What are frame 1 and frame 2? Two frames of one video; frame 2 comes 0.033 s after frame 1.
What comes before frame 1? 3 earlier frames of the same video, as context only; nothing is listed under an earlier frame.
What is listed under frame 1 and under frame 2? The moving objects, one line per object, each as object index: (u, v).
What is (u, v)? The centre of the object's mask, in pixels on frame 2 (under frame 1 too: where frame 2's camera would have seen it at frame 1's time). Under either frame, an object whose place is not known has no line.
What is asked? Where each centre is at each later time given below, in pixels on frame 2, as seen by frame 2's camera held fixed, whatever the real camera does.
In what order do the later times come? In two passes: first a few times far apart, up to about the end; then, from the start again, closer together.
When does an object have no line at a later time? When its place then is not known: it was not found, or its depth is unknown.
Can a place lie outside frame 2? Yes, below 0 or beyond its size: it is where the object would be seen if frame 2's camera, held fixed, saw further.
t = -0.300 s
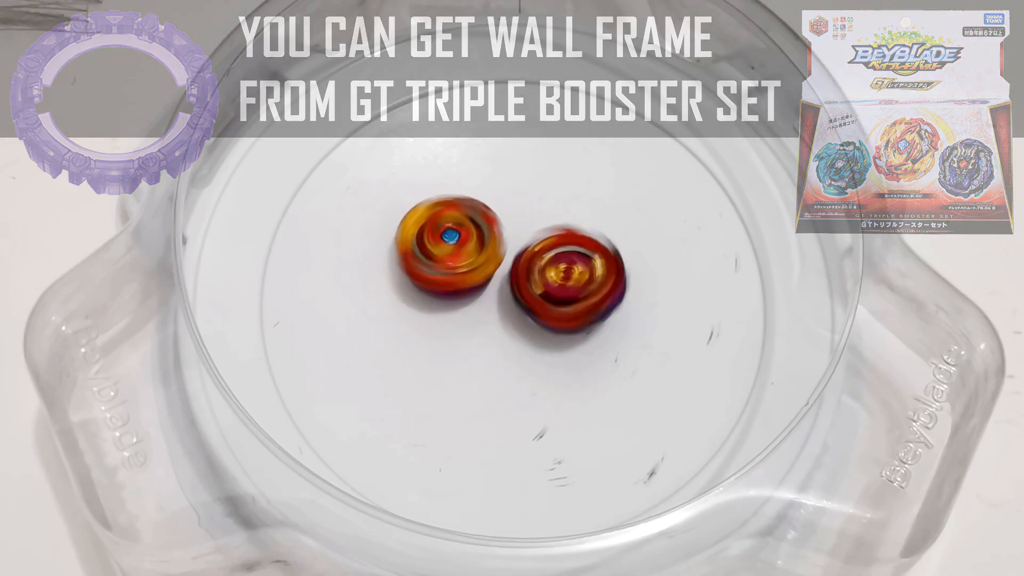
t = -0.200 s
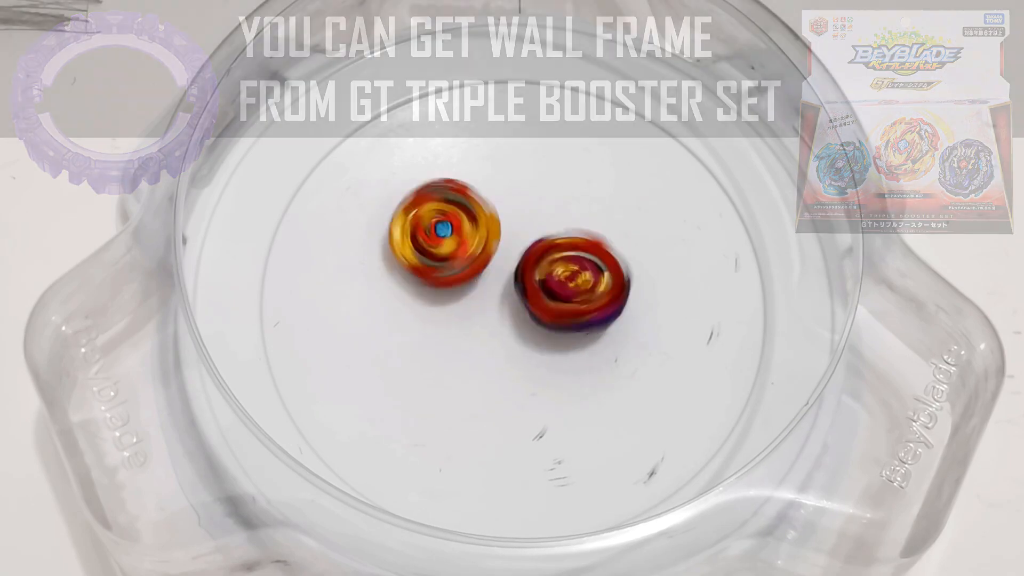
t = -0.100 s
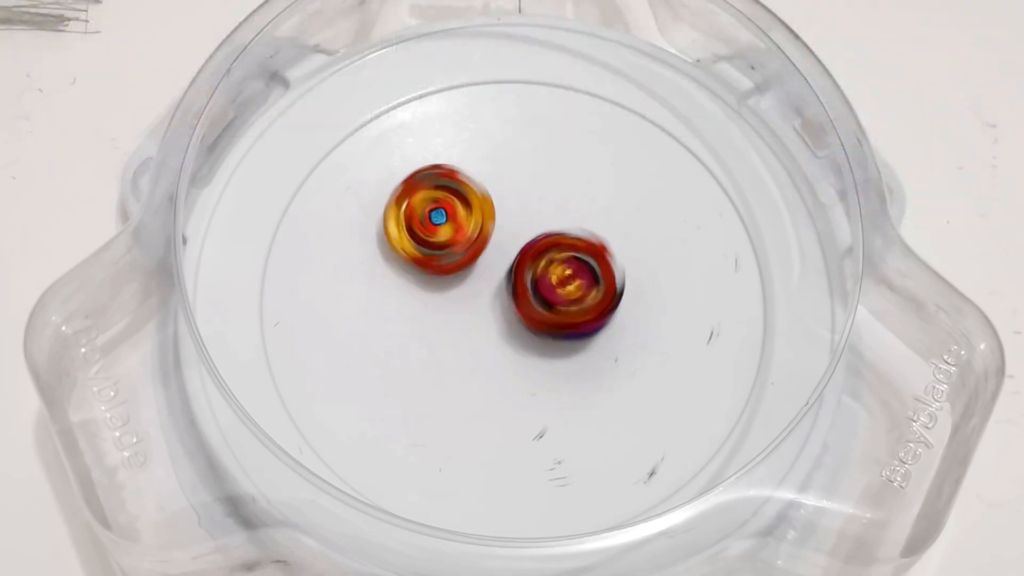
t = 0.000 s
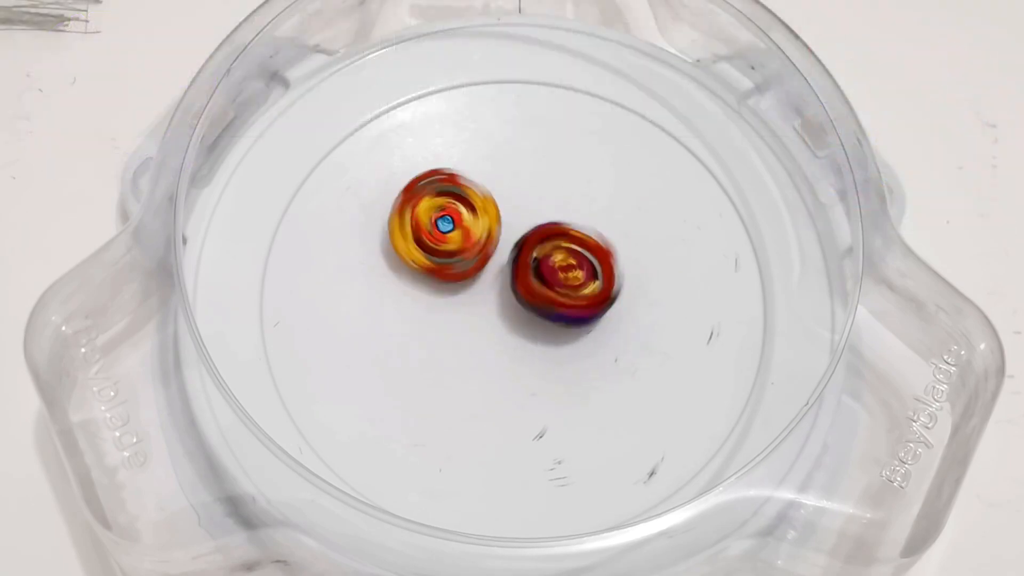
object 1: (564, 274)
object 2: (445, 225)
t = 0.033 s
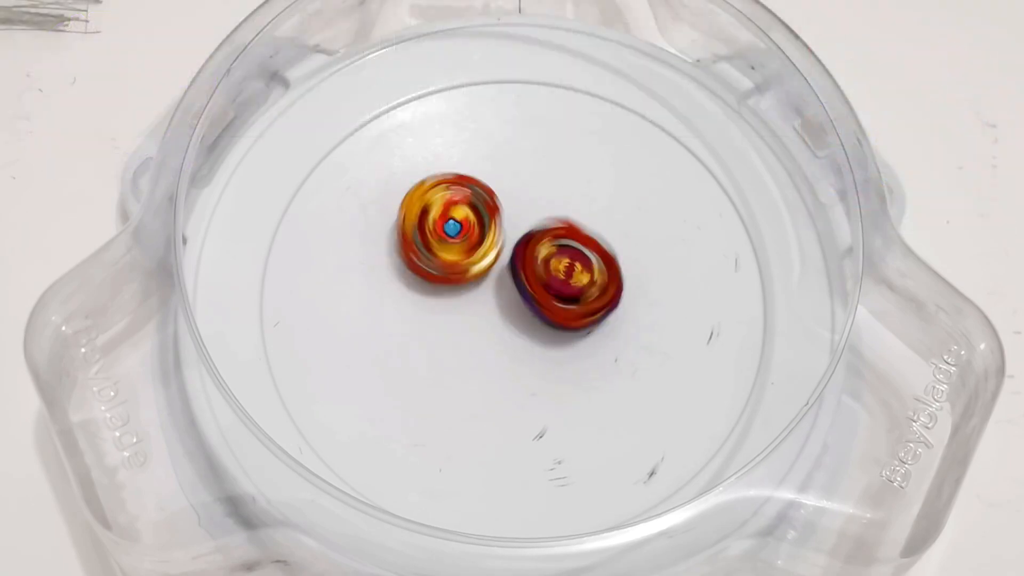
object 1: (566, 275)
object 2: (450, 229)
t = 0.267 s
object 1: (579, 283)
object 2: (466, 224)
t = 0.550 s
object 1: (580, 286)
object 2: (484, 240)
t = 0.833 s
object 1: (561, 302)
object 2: (456, 239)
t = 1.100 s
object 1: (557, 298)
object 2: (458, 238)
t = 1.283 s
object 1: (558, 273)
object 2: (457, 240)
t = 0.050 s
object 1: (566, 276)
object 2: (455, 230)
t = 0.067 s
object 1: (565, 276)
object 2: (460, 230)
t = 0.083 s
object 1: (563, 275)
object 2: (463, 229)
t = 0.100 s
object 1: (563, 274)
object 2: (466, 228)
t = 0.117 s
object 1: (562, 272)
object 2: (467, 226)
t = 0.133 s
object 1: (562, 271)
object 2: (466, 226)
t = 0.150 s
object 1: (564, 273)
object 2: (468, 227)
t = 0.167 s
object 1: (566, 275)
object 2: (469, 227)
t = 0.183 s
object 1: (566, 277)
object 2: (467, 226)
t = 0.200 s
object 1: (569, 280)
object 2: (466, 225)
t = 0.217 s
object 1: (573, 281)
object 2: (464, 223)
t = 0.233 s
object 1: (575, 283)
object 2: (464, 223)
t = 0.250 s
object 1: (577, 283)
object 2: (464, 224)
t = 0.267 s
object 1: (579, 283)
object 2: (466, 224)
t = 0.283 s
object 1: (580, 283)
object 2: (467, 225)
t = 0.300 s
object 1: (581, 283)
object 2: (468, 226)
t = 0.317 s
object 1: (581, 282)
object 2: (469, 228)
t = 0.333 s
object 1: (582, 282)
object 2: (470, 229)
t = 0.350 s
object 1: (582, 282)
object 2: (471, 231)
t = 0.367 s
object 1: (580, 282)
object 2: (473, 234)
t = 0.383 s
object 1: (582, 283)
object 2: (474, 235)
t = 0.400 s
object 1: (582, 283)
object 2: (474, 234)
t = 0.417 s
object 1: (581, 284)
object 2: (473, 234)
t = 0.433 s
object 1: (581, 284)
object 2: (474, 234)
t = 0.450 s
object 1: (582, 284)
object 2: (474, 234)
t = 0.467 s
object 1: (583, 285)
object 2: (474, 234)
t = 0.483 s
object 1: (581, 286)
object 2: (475, 236)
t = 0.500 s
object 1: (582, 286)
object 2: (478, 237)
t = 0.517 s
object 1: (581, 285)
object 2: (480, 237)
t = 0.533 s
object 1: (581, 285)
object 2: (482, 238)
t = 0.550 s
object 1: (580, 286)
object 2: (484, 240)
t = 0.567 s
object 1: (581, 287)
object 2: (486, 240)
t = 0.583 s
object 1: (580, 288)
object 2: (487, 240)
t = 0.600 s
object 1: (581, 290)
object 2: (485, 241)
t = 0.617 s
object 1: (579, 292)
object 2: (485, 242)
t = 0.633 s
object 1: (579, 294)
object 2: (484, 241)
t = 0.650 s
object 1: (579, 296)
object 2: (481, 240)
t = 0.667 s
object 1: (577, 297)
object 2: (478, 240)
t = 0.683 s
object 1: (575, 297)
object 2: (475, 240)
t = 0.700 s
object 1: (572, 297)
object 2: (471, 240)
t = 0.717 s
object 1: (569, 296)
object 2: (469, 241)
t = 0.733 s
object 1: (566, 296)
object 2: (468, 243)
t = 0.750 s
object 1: (562, 296)
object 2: (470, 244)
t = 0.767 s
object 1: (563, 299)
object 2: (467, 243)
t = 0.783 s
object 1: (564, 302)
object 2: (463, 241)
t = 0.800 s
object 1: (562, 304)
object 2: (456, 241)
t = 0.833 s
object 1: (561, 302)
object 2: (456, 239)
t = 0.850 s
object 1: (560, 301)
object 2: (456, 239)
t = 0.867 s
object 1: (560, 299)
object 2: (455, 238)
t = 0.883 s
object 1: (559, 299)
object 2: (454, 238)
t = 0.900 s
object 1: (557, 298)
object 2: (454, 238)
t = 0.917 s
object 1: (555, 298)
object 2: (454, 237)
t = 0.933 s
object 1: (553, 297)
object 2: (453, 238)
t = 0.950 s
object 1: (554, 297)
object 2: (452, 239)
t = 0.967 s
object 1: (555, 298)
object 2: (452, 239)
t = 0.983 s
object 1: (556, 299)
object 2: (451, 239)
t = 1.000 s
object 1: (557, 299)
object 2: (452, 240)
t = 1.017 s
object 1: (557, 299)
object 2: (454, 240)
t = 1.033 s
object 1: (557, 300)
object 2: (455, 240)
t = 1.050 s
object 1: (558, 300)
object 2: (455, 238)
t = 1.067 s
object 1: (558, 300)
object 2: (455, 237)
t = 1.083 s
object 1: (558, 299)
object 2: (457, 238)
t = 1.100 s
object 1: (557, 298)
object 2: (458, 238)
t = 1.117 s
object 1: (558, 297)
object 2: (460, 238)
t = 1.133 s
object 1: (557, 296)
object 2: (461, 238)
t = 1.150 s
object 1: (556, 293)
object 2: (461, 237)
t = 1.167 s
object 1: (556, 291)
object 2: (460, 237)
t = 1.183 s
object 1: (556, 289)
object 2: (460, 238)
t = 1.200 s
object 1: (555, 287)
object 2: (459, 238)
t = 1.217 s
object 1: (555, 284)
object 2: (459, 238)
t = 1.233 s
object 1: (555, 281)
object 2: (458, 238)
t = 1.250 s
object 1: (556, 278)
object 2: (457, 240)
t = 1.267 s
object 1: (557, 276)
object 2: (457, 240)
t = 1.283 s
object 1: (558, 273)
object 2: (457, 240)
